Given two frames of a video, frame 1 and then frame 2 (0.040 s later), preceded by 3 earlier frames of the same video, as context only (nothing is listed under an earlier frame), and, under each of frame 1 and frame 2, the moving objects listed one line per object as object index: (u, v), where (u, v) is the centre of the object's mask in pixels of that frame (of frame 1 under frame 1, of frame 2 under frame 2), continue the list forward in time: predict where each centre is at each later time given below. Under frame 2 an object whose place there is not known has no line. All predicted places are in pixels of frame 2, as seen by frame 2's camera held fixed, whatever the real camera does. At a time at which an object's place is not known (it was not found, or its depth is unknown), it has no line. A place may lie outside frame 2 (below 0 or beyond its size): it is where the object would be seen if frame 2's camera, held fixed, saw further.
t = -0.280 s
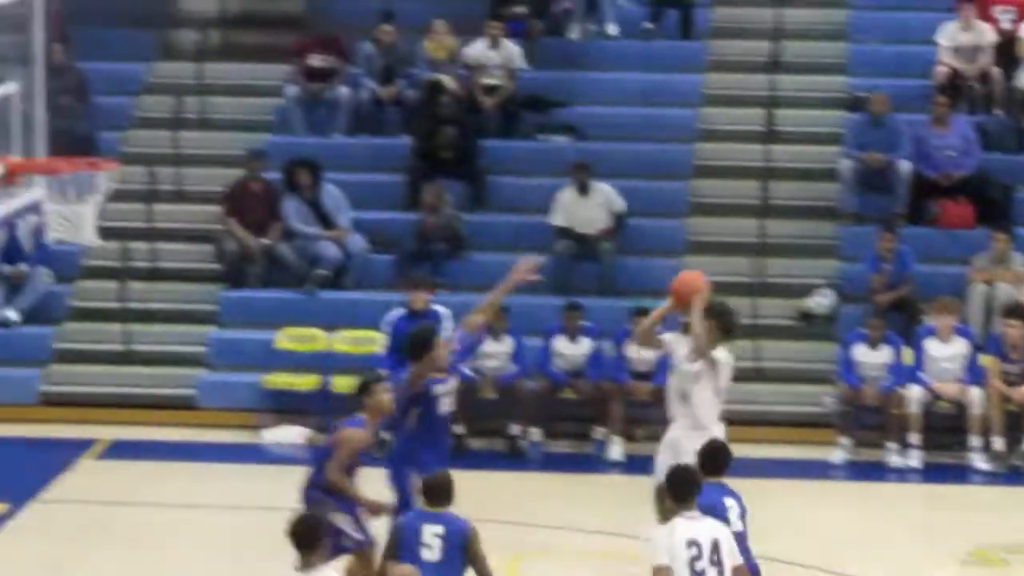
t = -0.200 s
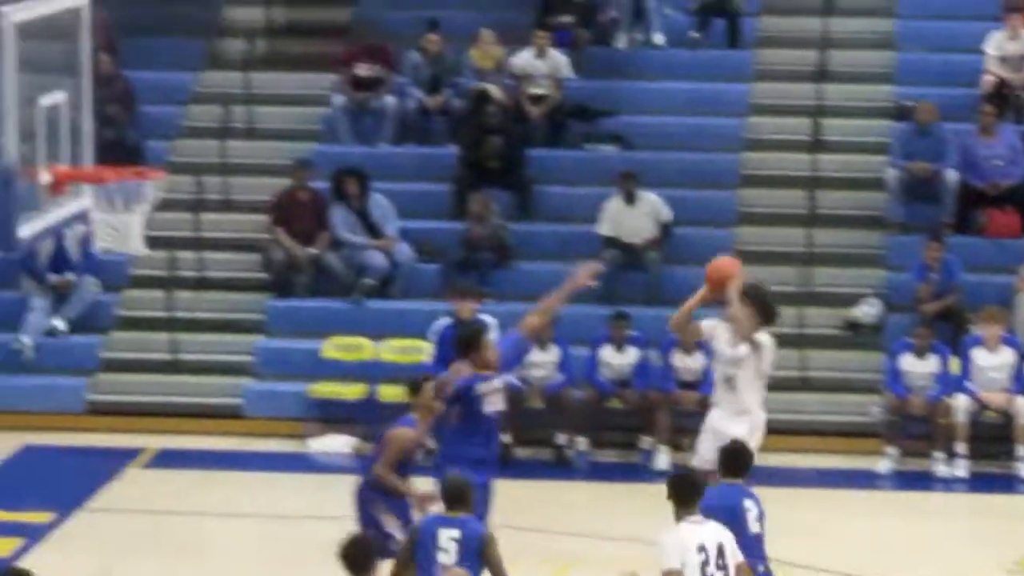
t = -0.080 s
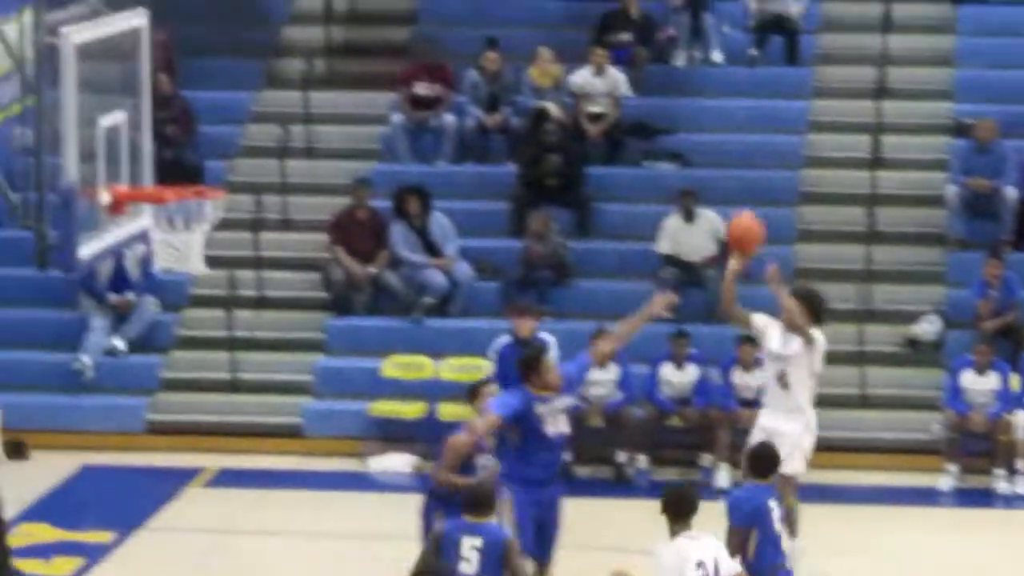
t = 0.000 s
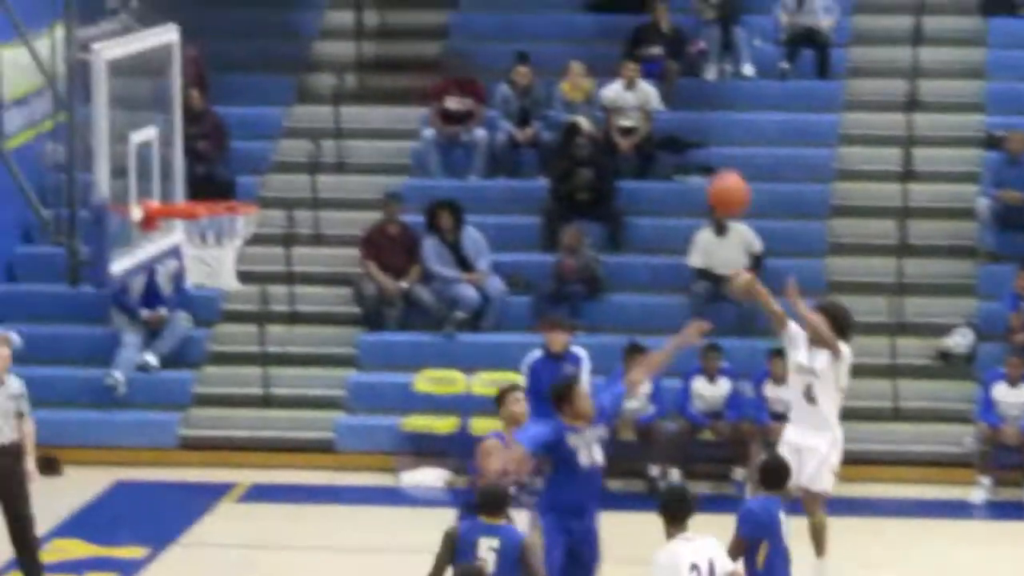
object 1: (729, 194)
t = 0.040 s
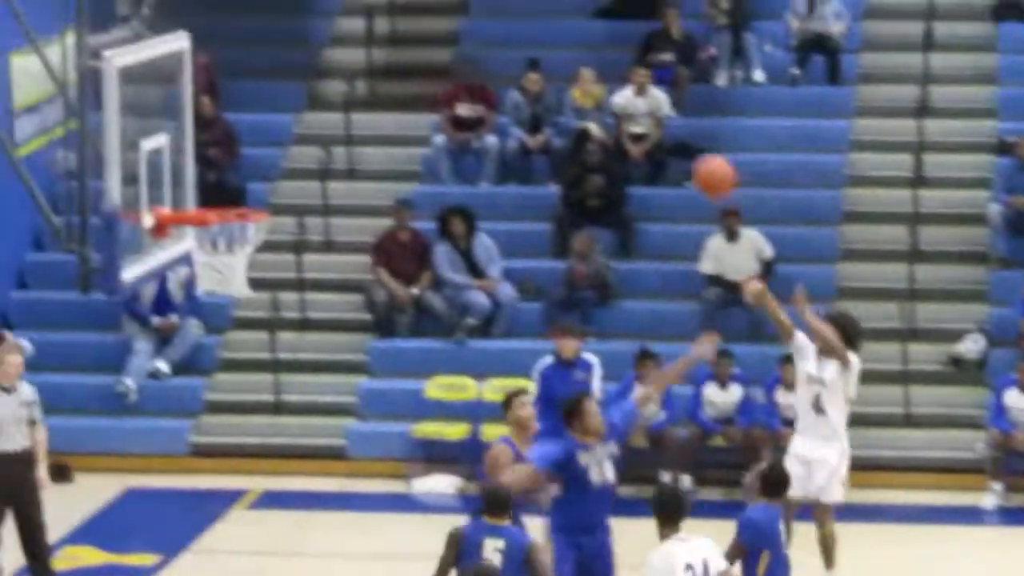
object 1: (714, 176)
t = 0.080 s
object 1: (689, 156)
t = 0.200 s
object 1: (613, 109)
